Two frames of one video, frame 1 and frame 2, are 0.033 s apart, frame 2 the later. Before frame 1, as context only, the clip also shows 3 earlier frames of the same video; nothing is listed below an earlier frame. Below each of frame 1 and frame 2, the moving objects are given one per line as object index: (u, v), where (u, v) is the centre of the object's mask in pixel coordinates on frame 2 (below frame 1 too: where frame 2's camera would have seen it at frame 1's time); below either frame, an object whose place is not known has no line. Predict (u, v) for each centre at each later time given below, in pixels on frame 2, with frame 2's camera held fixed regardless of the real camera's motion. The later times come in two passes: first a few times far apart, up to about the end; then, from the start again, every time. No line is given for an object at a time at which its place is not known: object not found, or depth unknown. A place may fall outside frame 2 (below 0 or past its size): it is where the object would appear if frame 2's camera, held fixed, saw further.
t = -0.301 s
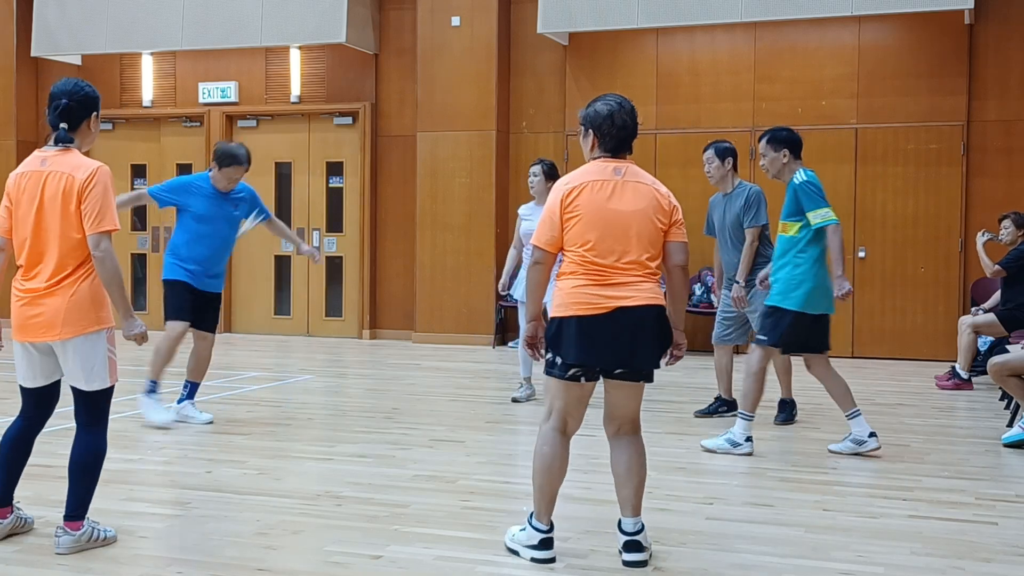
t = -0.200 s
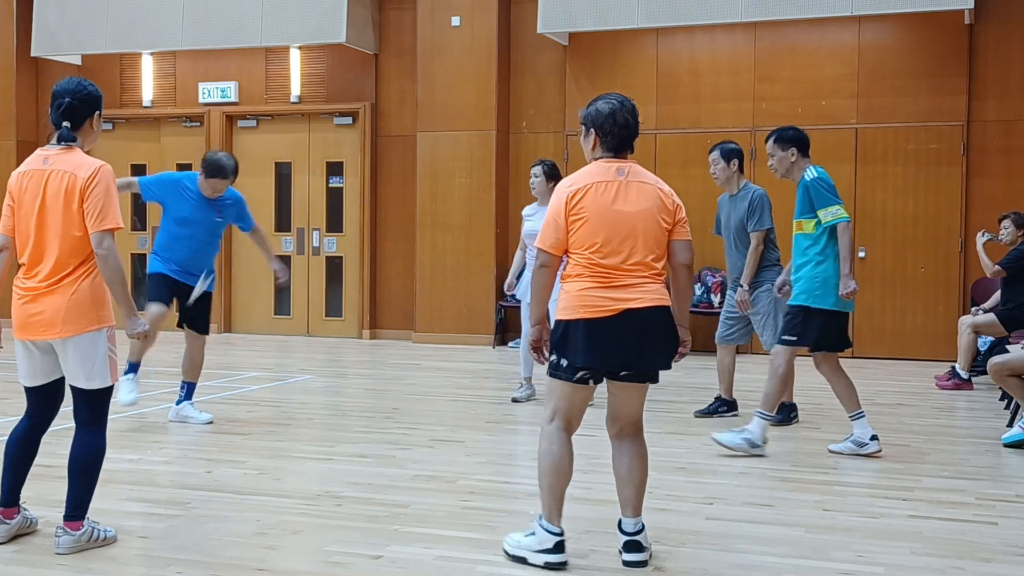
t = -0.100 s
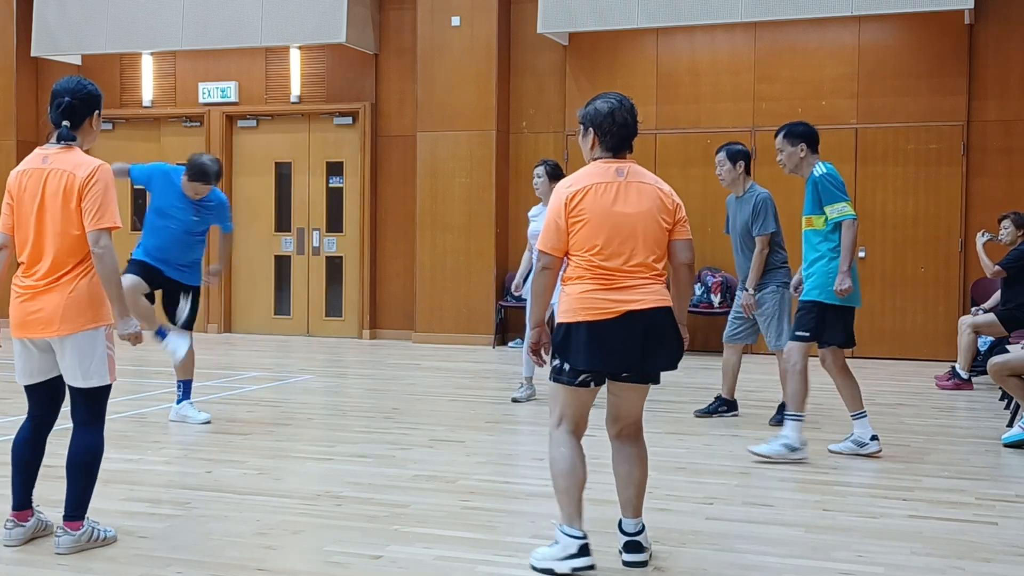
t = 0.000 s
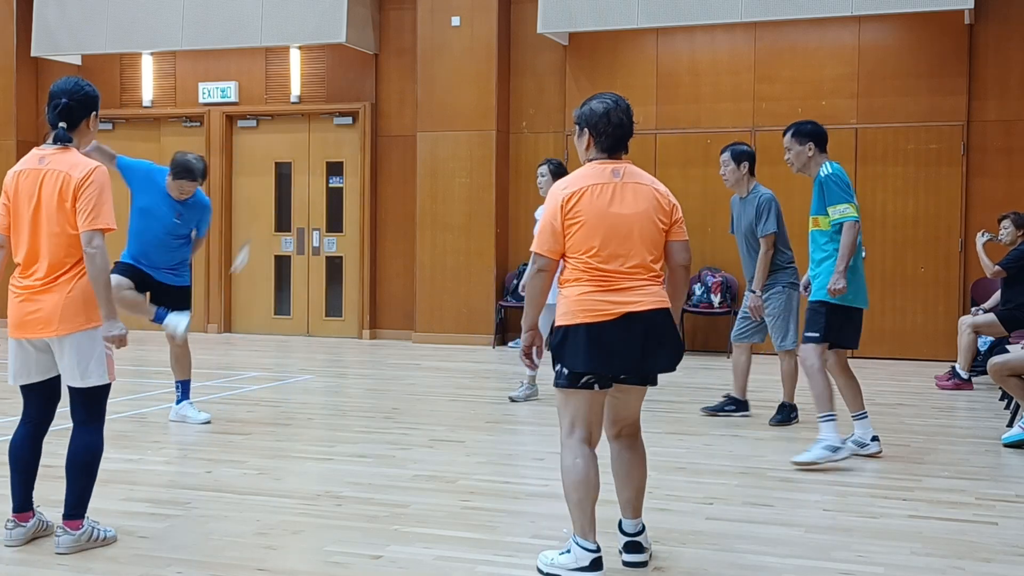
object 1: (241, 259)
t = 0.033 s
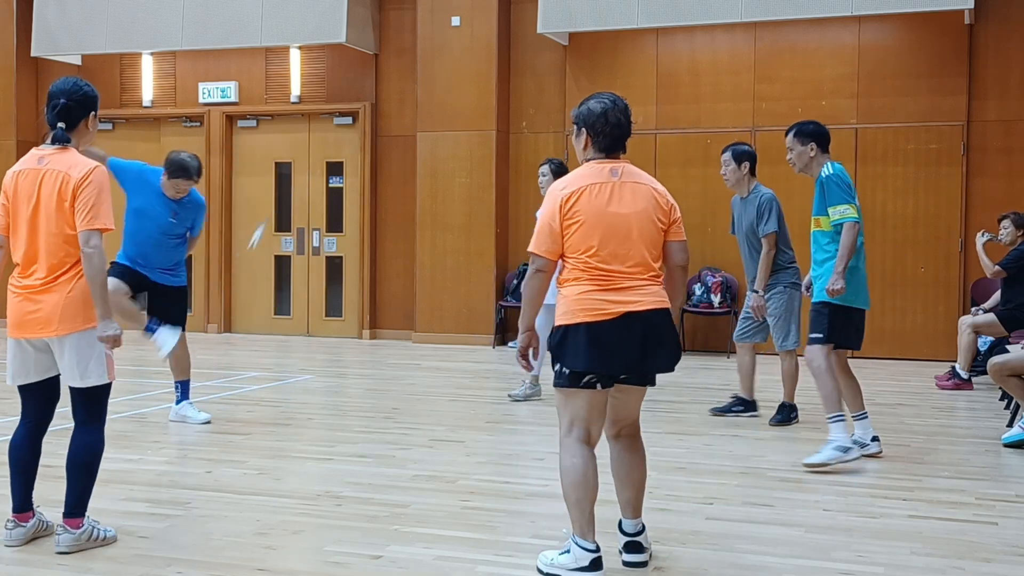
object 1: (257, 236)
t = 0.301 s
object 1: (387, 137)
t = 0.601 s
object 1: (526, 168)
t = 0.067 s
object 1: (273, 213)
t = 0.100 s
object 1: (287, 197)
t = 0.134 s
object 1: (304, 183)
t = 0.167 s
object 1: (323, 170)
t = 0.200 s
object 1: (340, 160)
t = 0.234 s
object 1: (356, 150)
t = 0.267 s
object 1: (372, 143)
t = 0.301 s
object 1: (387, 137)
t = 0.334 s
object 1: (403, 132)
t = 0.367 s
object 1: (419, 130)
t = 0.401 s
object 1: (435, 129)
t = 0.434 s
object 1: (451, 131)
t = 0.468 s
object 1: (466, 134)
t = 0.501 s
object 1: (483, 141)
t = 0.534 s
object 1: (498, 149)
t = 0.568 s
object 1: (512, 158)
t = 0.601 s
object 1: (526, 168)
